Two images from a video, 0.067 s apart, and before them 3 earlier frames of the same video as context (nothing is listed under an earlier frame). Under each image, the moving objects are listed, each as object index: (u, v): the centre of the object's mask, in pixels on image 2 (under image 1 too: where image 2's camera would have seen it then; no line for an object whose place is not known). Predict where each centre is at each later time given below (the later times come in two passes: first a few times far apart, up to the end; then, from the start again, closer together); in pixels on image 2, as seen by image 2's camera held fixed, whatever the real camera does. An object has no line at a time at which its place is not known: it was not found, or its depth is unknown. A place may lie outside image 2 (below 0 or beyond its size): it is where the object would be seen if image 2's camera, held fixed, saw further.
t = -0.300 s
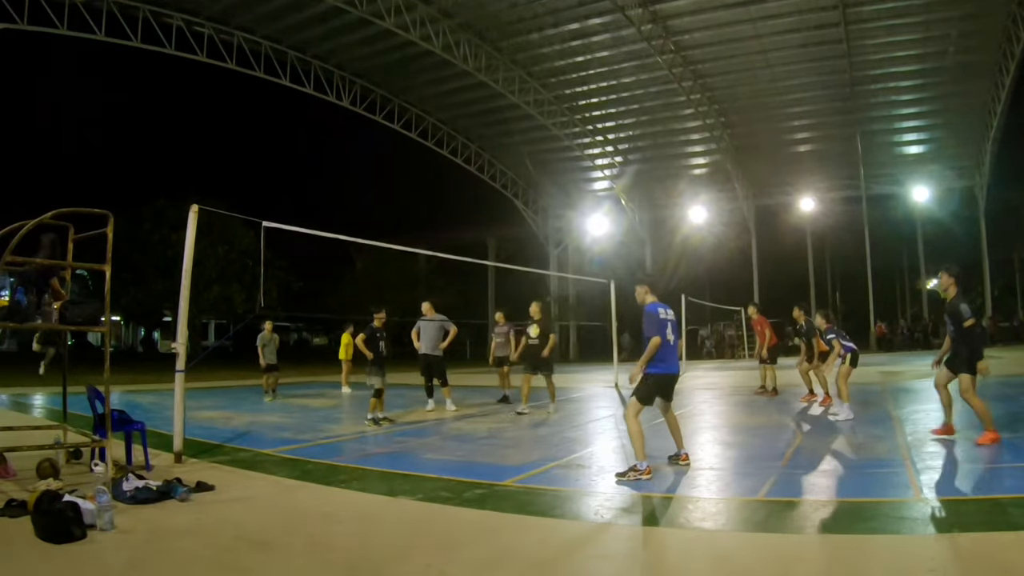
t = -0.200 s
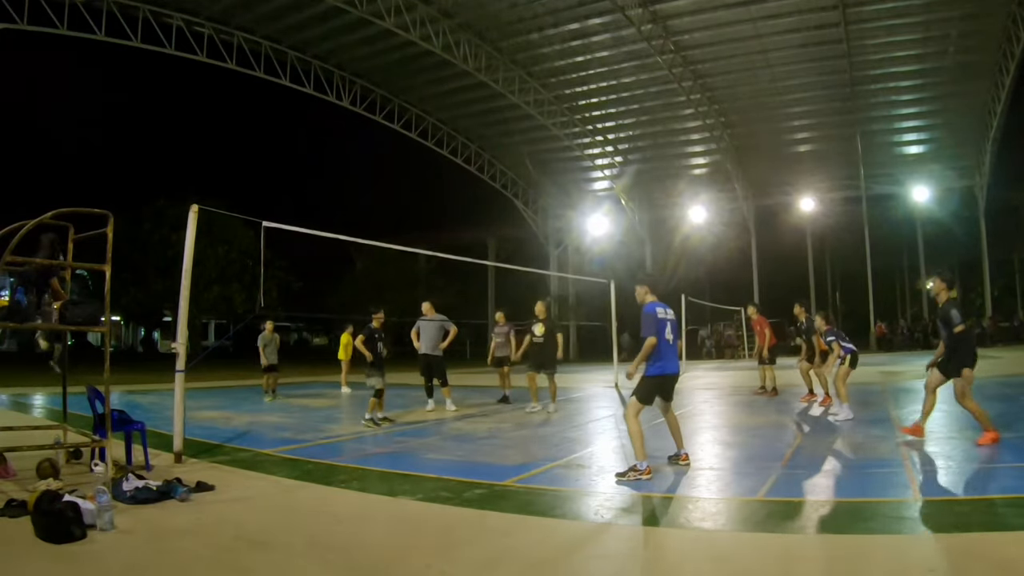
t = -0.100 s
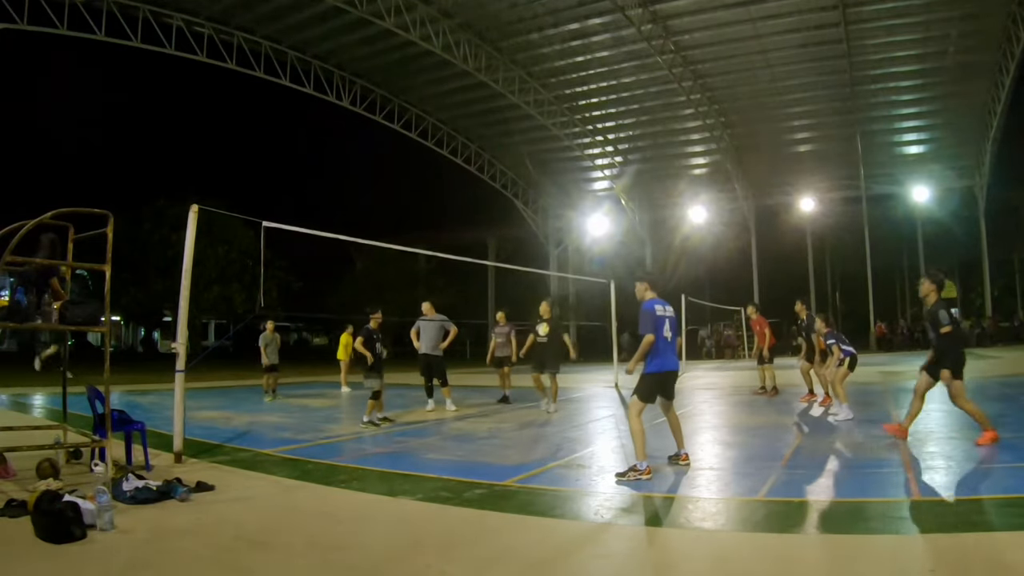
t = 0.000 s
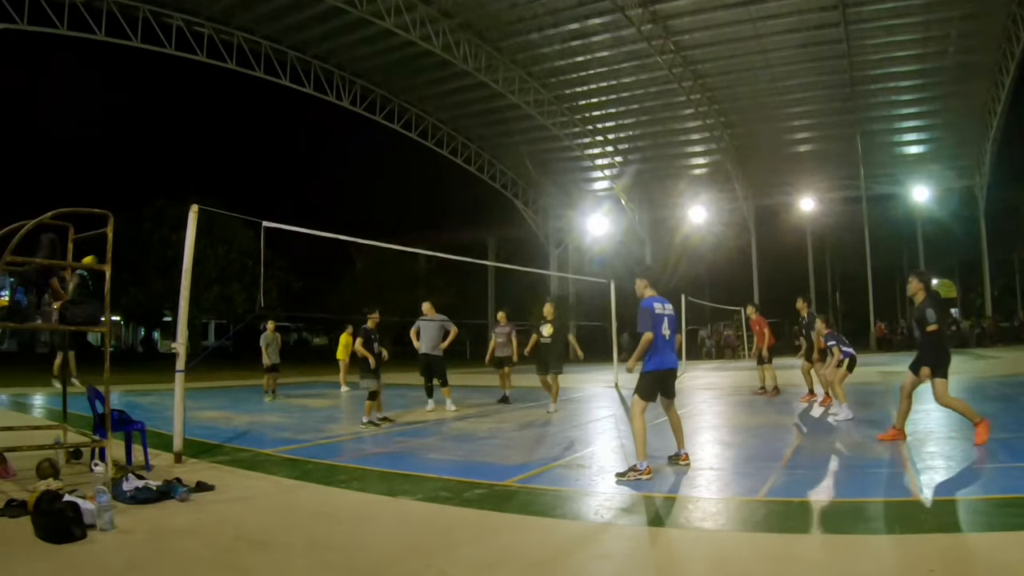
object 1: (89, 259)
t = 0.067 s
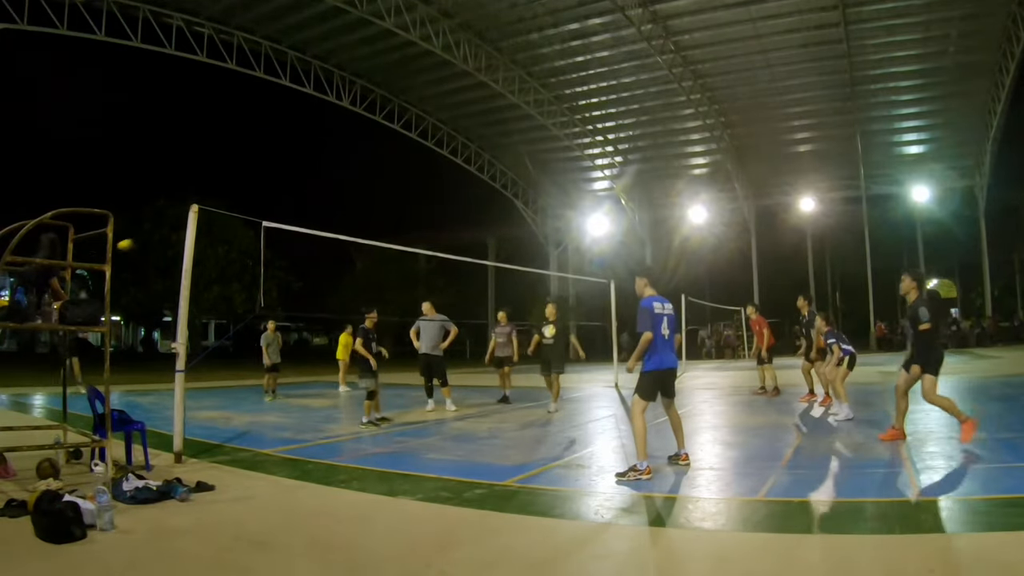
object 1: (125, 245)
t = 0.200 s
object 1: (204, 216)
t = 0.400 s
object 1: (335, 191)
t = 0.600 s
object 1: (479, 190)
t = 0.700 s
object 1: (551, 199)
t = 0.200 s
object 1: (204, 216)
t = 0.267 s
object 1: (245, 206)
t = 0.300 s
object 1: (267, 201)
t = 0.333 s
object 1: (290, 197)
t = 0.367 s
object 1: (312, 193)
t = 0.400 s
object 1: (335, 191)
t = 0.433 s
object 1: (359, 189)
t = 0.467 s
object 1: (382, 188)
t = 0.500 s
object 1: (406, 187)
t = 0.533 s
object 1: (431, 188)
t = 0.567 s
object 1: (454, 189)
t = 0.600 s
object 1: (479, 190)
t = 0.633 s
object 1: (502, 192)
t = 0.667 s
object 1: (526, 195)
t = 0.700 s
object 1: (551, 199)
